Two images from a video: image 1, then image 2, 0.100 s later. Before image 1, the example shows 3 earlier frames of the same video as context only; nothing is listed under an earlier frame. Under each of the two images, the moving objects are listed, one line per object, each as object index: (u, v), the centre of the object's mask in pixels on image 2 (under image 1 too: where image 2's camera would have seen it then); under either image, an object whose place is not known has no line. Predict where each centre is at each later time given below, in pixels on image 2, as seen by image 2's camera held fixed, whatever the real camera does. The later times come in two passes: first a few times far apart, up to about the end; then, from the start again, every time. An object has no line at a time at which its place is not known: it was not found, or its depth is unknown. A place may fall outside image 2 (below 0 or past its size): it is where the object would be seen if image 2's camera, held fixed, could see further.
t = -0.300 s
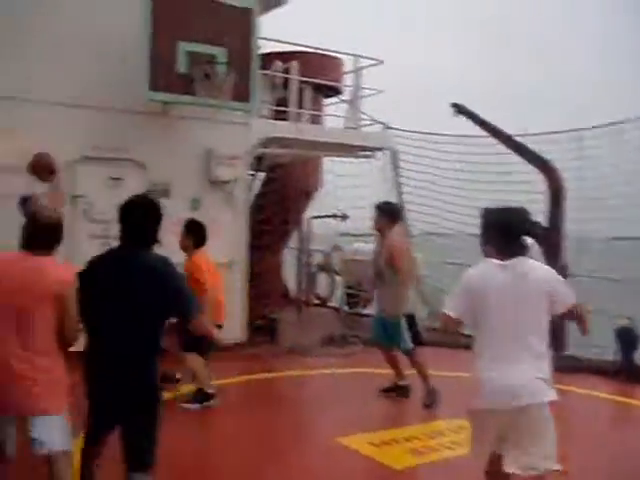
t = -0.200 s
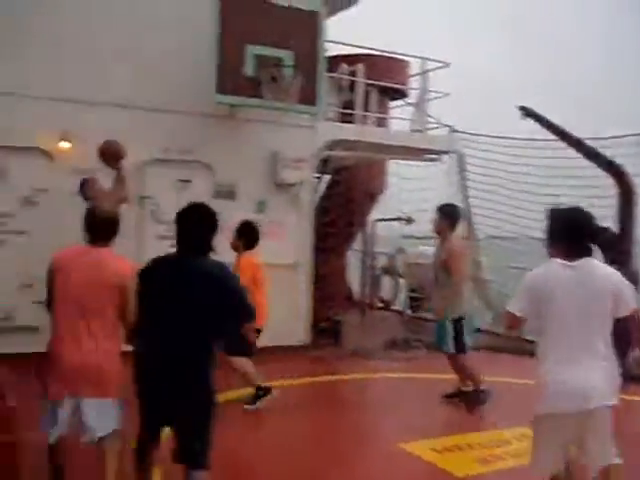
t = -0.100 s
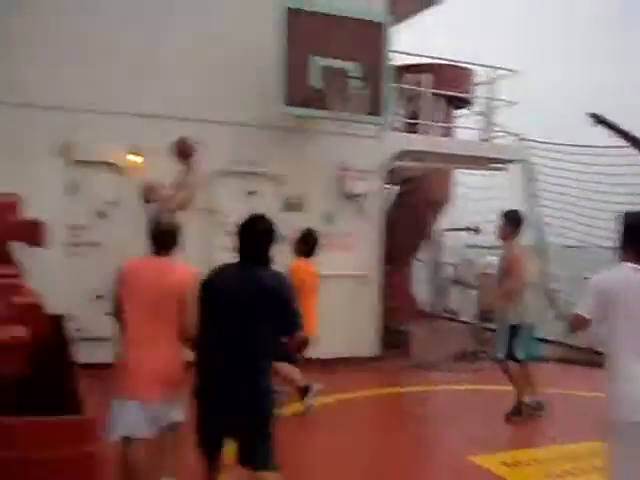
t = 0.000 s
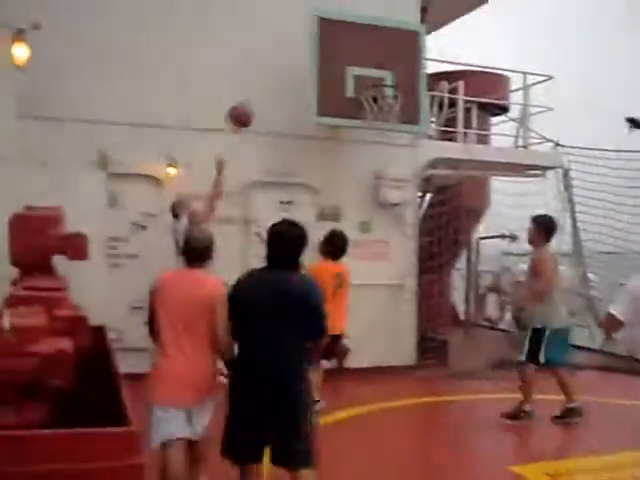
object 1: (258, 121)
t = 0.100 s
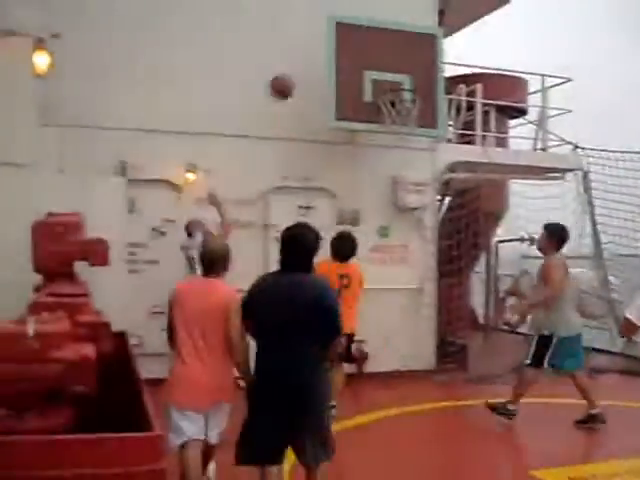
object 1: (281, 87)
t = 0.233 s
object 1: (310, 59)
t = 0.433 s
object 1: (348, 57)
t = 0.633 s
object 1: (384, 85)
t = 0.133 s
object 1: (289, 78)
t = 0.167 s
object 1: (296, 70)
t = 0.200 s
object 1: (302, 64)
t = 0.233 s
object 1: (310, 59)
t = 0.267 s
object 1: (317, 55)
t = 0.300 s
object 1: (324, 52)
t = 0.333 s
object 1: (331, 51)
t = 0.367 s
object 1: (337, 52)
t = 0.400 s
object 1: (342, 55)
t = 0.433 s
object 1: (348, 57)
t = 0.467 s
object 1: (353, 59)
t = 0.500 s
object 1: (358, 65)
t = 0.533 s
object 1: (364, 69)
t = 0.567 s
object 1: (372, 74)
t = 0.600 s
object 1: (384, 79)
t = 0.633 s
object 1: (384, 85)
